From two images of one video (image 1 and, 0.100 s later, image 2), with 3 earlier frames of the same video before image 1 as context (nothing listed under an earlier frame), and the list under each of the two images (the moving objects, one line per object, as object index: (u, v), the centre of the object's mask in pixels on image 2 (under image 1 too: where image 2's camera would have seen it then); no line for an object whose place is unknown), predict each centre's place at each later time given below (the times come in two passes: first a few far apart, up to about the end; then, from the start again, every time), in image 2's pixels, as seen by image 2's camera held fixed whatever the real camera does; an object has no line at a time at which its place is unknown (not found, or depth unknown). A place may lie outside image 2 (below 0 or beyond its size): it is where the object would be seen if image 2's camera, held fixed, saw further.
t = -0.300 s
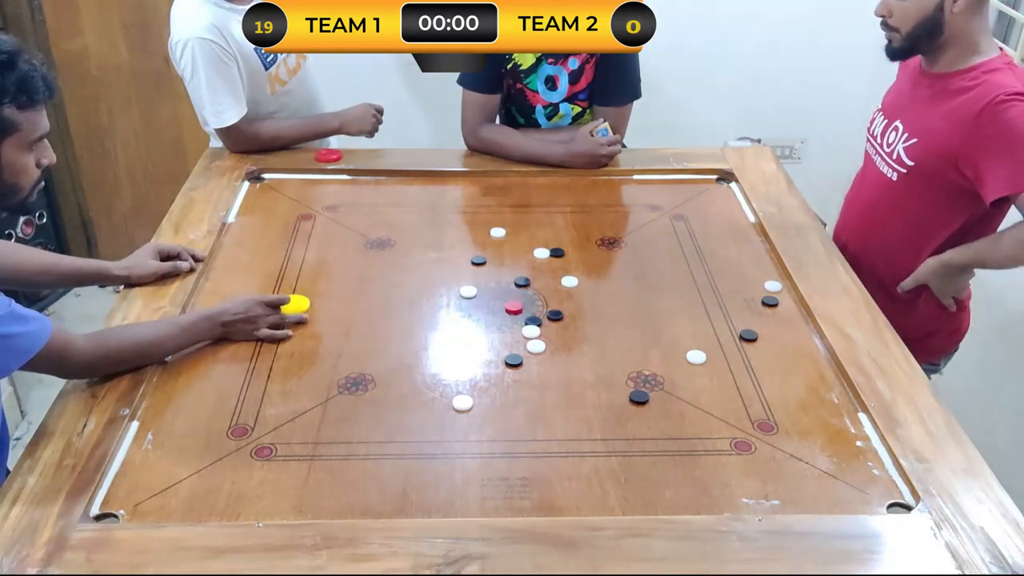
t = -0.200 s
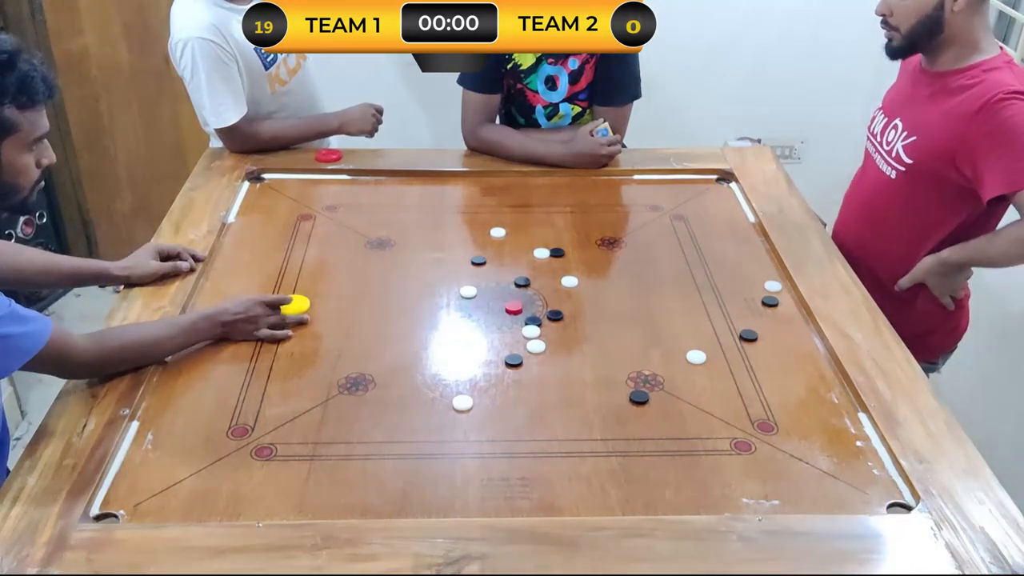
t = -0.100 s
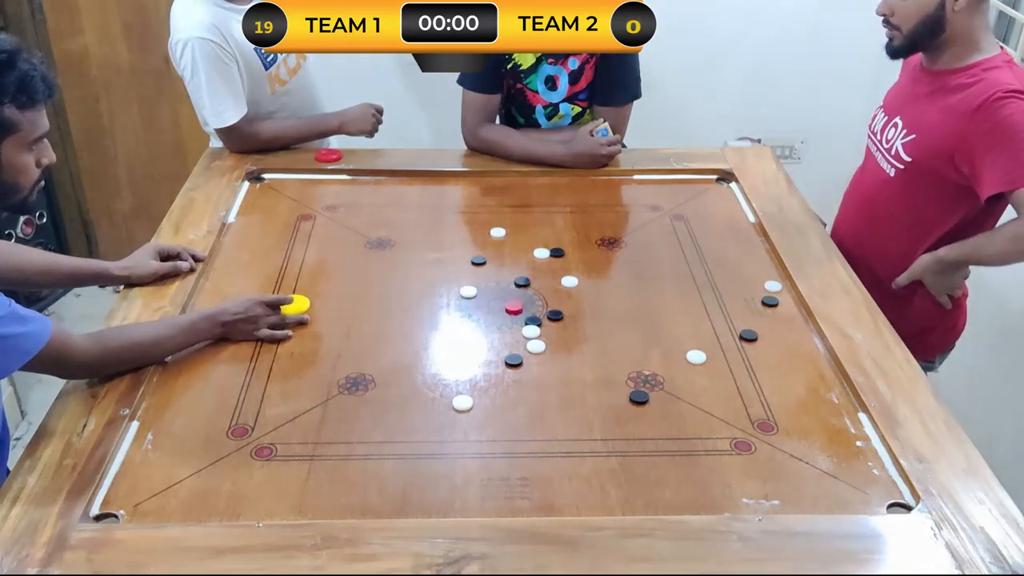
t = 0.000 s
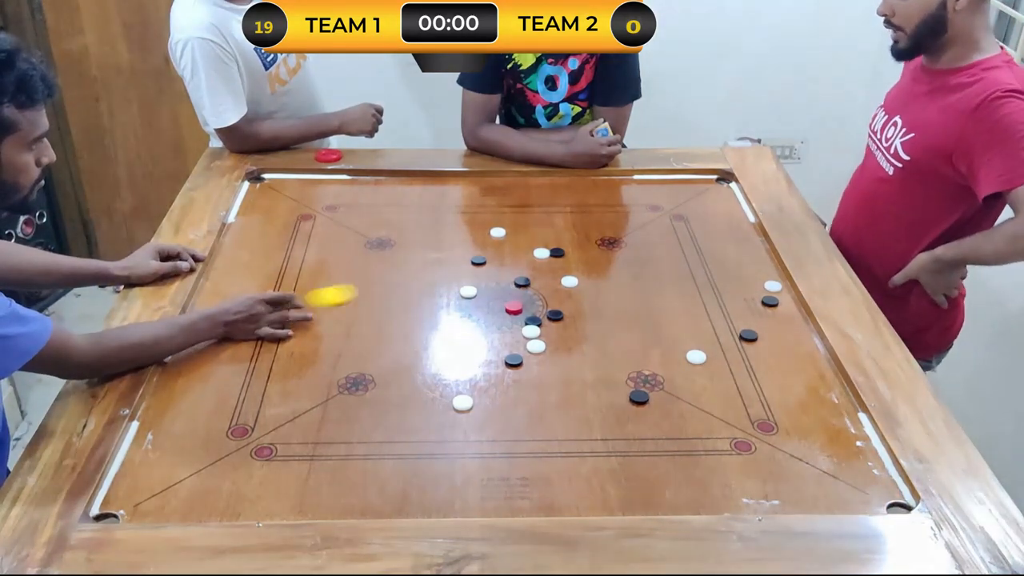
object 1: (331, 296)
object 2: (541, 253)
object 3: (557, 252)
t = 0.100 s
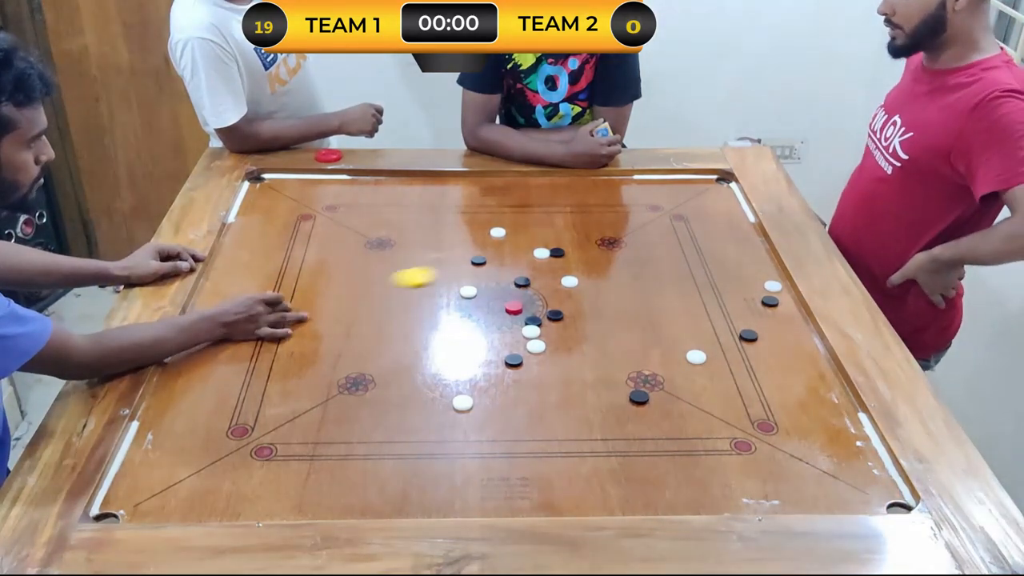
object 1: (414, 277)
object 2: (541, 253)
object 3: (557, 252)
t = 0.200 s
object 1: (478, 264)
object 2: (541, 253)
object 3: (557, 252)
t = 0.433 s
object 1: (535, 253)
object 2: (575, 242)
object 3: (633, 248)
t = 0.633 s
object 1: (537, 253)
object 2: (603, 234)
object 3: (723, 241)
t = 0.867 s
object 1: (538, 253)
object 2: (610, 232)
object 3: (727, 235)
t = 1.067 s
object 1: (538, 253)
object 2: (610, 232)
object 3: (711, 235)
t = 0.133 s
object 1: (439, 271)
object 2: (541, 253)
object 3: (557, 252)
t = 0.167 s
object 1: (463, 266)
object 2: (541, 253)
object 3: (557, 252)
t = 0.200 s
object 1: (478, 264)
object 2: (541, 253)
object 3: (557, 252)
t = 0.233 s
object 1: (493, 261)
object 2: (541, 253)
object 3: (557, 252)
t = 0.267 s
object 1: (507, 258)
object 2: (541, 253)
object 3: (557, 252)
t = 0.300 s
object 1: (519, 256)
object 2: (542, 252)
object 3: (558, 252)
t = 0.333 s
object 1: (525, 255)
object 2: (551, 250)
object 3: (578, 251)
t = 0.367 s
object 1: (529, 254)
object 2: (560, 247)
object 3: (601, 249)
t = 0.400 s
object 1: (532, 253)
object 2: (568, 244)
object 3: (614, 248)
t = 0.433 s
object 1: (535, 253)
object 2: (575, 242)
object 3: (633, 248)
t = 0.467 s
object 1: (537, 253)
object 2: (581, 240)
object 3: (650, 247)
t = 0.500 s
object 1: (537, 253)
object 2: (587, 239)
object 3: (667, 245)
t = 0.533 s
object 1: (537, 253)
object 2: (592, 237)
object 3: (682, 244)
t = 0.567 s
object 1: (537, 253)
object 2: (596, 236)
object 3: (697, 243)
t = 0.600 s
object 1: (537, 253)
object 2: (600, 235)
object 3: (710, 242)
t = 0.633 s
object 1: (537, 253)
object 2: (603, 234)
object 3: (723, 241)
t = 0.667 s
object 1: (538, 253)
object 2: (606, 234)
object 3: (737, 240)
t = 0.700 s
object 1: (538, 253)
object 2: (608, 233)
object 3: (748, 239)
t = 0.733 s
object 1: (538, 253)
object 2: (609, 232)
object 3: (755, 238)
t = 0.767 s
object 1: (538, 253)
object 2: (610, 232)
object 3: (747, 238)
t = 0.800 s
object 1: (538, 253)
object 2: (610, 232)
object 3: (740, 236)
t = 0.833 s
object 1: (538, 253)
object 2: (610, 232)
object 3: (733, 236)
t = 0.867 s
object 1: (538, 253)
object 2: (610, 232)
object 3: (727, 235)
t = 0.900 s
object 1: (538, 253)
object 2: (610, 232)
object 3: (722, 235)
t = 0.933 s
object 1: (538, 253)
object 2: (610, 232)
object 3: (718, 235)
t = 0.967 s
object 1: (538, 253)
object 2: (610, 232)
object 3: (715, 235)
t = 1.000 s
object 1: (538, 253)
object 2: (610, 232)
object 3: (712, 235)
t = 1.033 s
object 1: (538, 253)
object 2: (610, 232)
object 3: (711, 235)
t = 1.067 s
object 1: (538, 253)
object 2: (610, 232)
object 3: (711, 235)
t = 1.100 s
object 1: (538, 253)
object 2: (610, 232)
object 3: (711, 235)
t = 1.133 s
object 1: (538, 253)
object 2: (610, 232)
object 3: (711, 235)
